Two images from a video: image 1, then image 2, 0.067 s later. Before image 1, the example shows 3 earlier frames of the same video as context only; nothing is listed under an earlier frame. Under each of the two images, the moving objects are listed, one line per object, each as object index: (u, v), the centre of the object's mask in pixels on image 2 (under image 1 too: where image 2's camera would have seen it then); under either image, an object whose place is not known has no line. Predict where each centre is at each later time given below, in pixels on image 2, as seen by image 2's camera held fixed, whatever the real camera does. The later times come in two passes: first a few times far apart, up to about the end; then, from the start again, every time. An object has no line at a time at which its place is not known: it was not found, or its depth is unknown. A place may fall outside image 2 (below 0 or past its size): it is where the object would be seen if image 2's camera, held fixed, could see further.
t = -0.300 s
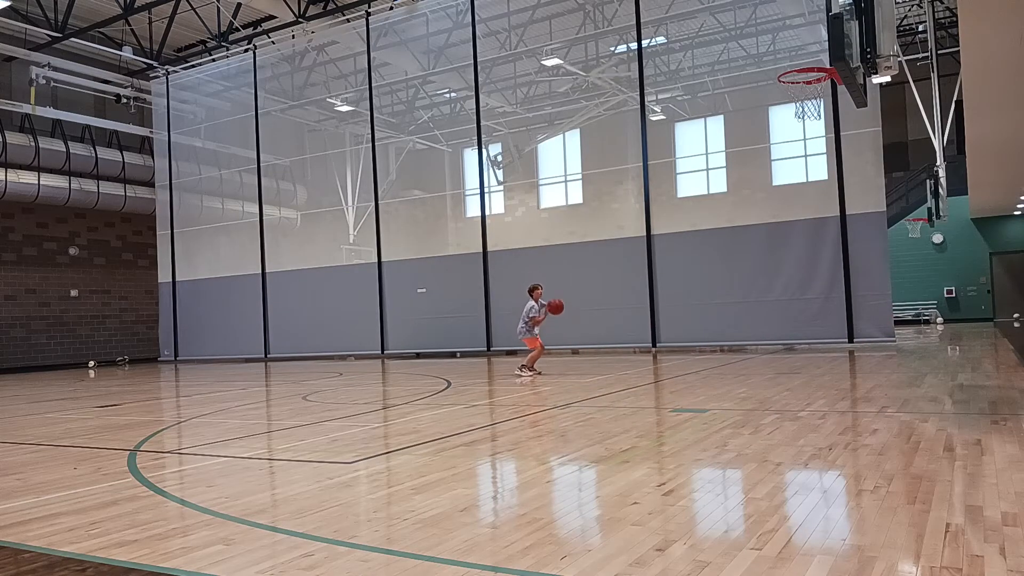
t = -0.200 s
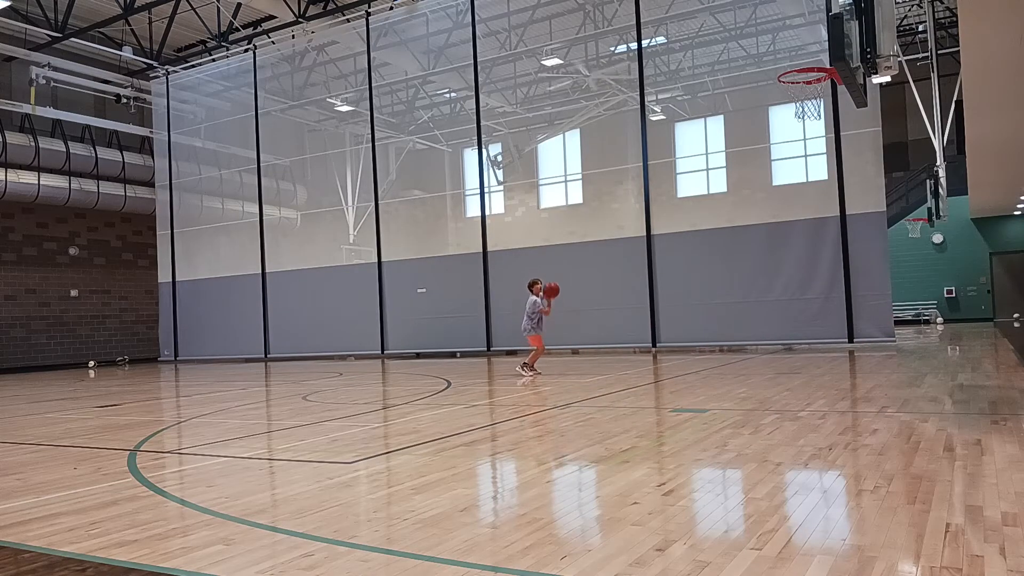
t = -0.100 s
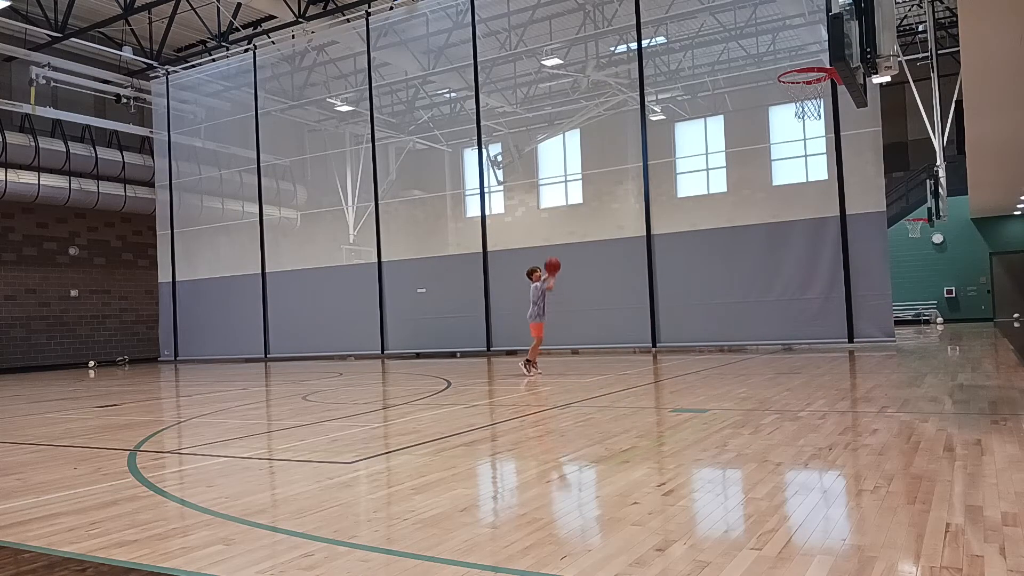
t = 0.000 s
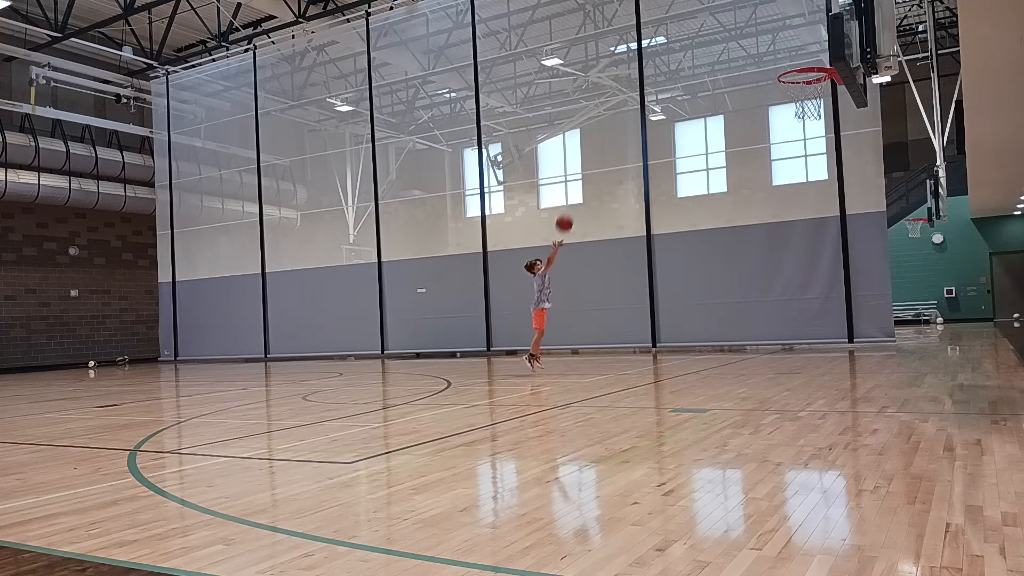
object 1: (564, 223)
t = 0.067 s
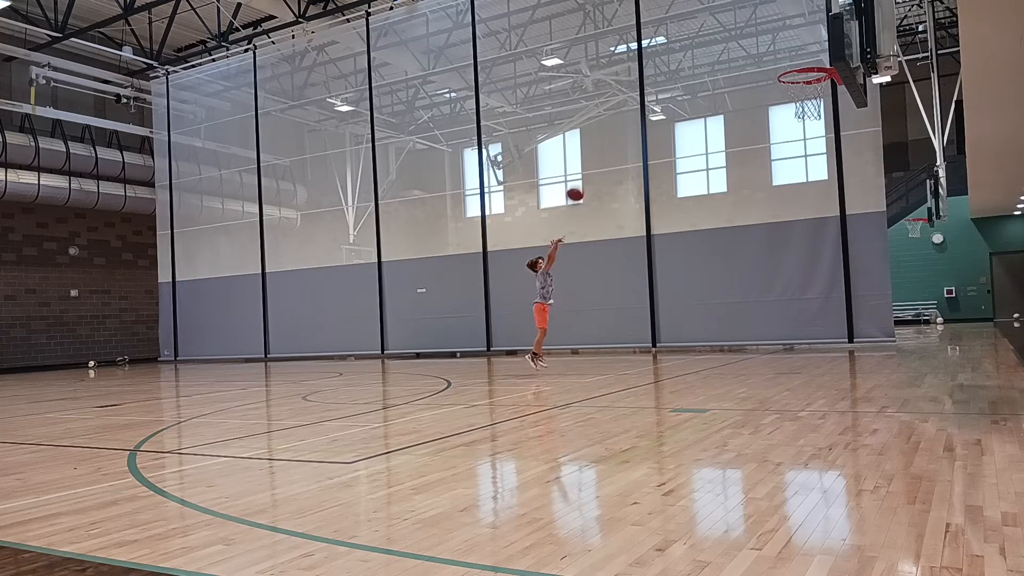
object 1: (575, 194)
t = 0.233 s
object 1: (604, 131)
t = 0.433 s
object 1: (645, 73)
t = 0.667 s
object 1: (701, 42)
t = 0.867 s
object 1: (759, 51)
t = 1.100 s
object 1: (826, 93)
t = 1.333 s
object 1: (834, 140)
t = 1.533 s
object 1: (842, 218)
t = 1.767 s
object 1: (854, 353)
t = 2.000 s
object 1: (839, 282)
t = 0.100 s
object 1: (581, 181)
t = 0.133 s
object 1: (587, 168)
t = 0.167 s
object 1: (592, 154)
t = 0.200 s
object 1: (598, 142)
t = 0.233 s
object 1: (604, 131)
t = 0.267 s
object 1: (610, 120)
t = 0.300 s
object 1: (617, 109)
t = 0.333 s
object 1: (624, 99)
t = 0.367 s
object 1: (630, 89)
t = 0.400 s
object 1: (638, 80)
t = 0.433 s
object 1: (645, 73)
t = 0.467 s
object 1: (653, 66)
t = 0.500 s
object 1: (660, 59)
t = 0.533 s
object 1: (668, 54)
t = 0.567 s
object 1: (676, 49)
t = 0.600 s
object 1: (684, 46)
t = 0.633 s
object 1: (692, 44)
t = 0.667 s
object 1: (701, 42)
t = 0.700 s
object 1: (710, 41)
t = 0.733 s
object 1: (719, 41)
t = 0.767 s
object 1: (729, 42)
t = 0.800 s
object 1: (738, 44)
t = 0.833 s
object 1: (749, 47)
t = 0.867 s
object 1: (759, 51)
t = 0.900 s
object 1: (770, 57)
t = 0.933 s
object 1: (781, 63)
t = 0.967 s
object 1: (792, 69)
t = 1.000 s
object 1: (804, 74)
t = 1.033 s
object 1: (812, 82)
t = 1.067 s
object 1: (819, 88)
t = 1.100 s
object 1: (826, 93)
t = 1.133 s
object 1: (829, 98)
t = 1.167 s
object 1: (829, 103)
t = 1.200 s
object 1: (830, 108)
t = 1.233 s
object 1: (831, 115)
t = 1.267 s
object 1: (832, 122)
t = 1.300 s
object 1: (833, 130)
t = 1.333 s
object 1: (834, 140)
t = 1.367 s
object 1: (836, 150)
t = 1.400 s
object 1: (837, 162)
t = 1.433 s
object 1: (838, 174)
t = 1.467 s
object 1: (839, 188)
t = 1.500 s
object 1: (840, 202)
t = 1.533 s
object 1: (842, 218)
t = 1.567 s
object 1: (843, 234)
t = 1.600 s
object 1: (845, 251)
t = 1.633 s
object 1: (847, 270)
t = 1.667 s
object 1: (848, 289)
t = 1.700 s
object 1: (850, 310)
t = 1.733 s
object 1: (852, 330)
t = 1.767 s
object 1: (854, 353)
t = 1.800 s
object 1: (855, 369)
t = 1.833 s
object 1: (852, 352)
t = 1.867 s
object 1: (850, 335)
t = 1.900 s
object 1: (847, 320)
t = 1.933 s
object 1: (845, 307)
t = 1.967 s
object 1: (842, 294)
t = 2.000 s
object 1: (839, 282)
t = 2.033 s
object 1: (837, 271)
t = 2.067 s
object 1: (835, 261)
